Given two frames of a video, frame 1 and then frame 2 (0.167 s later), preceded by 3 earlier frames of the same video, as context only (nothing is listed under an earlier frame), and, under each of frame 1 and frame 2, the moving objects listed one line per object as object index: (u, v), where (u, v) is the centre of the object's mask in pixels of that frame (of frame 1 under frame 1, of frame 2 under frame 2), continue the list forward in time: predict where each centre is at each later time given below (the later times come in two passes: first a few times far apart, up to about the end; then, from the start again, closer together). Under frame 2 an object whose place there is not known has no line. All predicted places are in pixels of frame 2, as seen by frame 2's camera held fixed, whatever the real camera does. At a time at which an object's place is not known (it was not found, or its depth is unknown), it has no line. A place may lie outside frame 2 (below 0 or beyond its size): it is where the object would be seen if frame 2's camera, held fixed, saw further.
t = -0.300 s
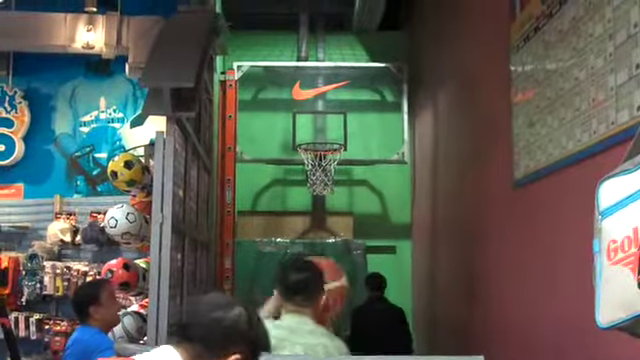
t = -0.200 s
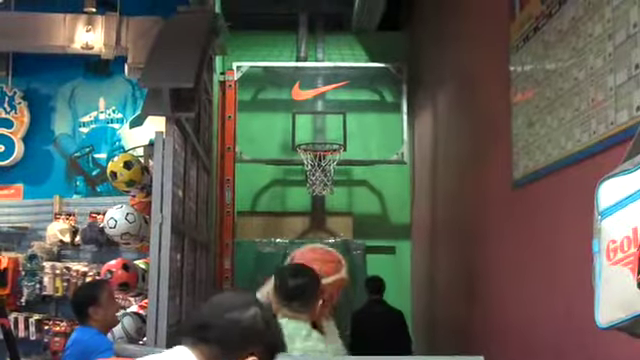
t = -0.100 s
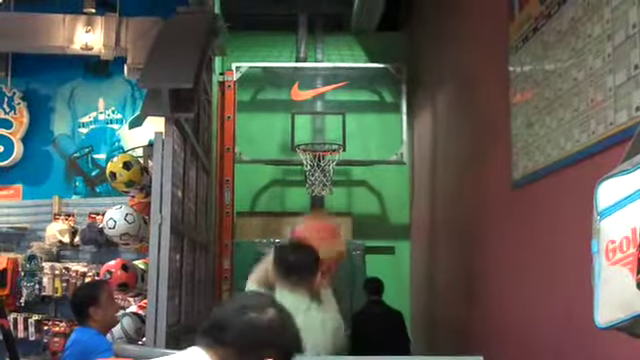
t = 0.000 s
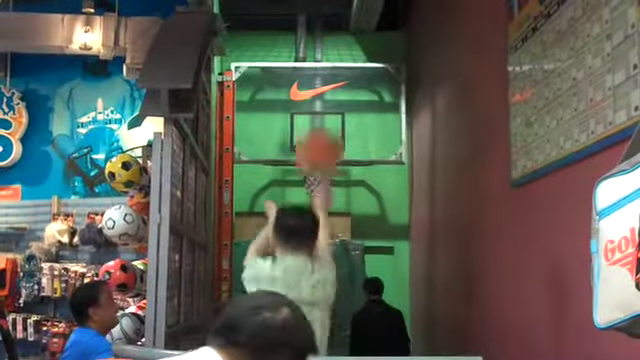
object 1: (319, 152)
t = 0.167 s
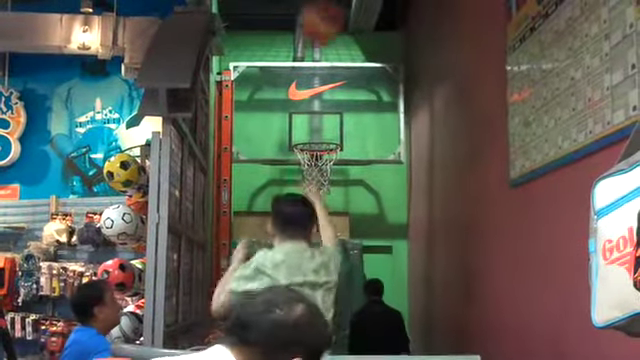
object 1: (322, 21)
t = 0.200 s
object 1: (323, 14)
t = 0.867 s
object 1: (326, 42)
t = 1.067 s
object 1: (330, 138)
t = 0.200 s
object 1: (323, 14)
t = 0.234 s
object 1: (321, 7)
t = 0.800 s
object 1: (326, 16)
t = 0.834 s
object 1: (326, 29)
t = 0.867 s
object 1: (326, 42)
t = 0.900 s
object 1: (327, 59)
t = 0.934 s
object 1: (328, 74)
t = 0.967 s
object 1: (328, 84)
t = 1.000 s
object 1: (328, 101)
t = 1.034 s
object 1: (329, 117)
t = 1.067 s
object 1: (330, 138)
